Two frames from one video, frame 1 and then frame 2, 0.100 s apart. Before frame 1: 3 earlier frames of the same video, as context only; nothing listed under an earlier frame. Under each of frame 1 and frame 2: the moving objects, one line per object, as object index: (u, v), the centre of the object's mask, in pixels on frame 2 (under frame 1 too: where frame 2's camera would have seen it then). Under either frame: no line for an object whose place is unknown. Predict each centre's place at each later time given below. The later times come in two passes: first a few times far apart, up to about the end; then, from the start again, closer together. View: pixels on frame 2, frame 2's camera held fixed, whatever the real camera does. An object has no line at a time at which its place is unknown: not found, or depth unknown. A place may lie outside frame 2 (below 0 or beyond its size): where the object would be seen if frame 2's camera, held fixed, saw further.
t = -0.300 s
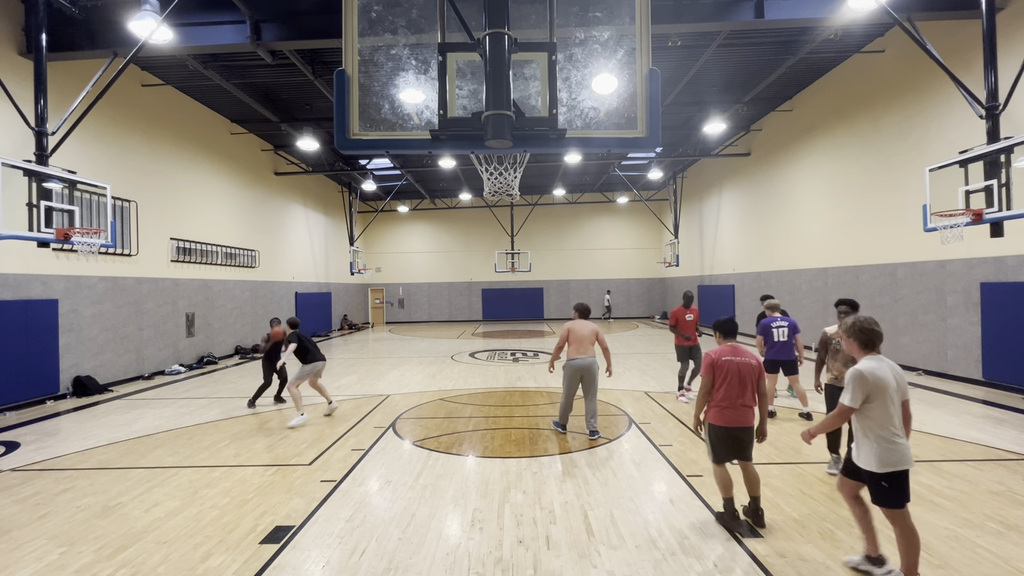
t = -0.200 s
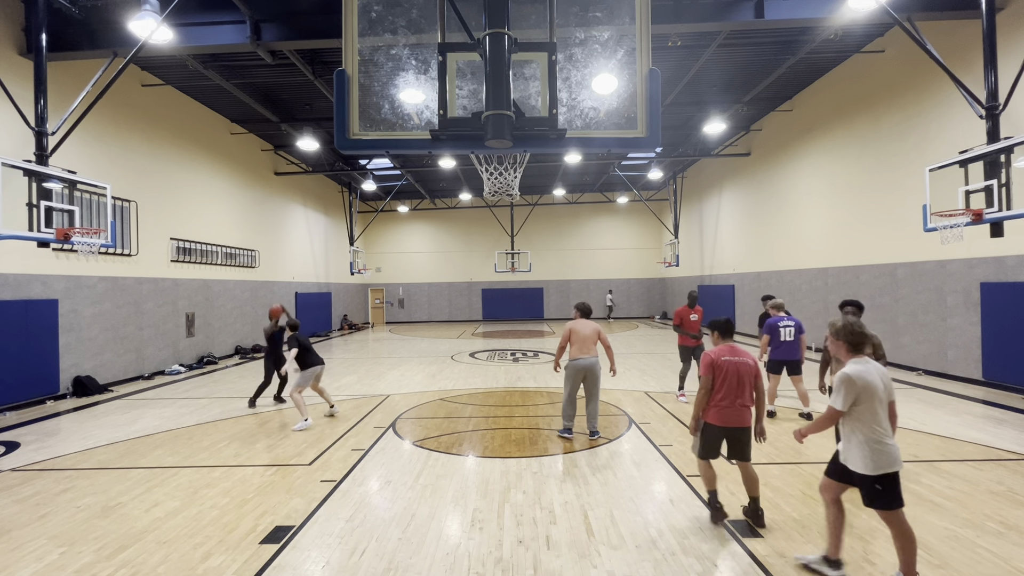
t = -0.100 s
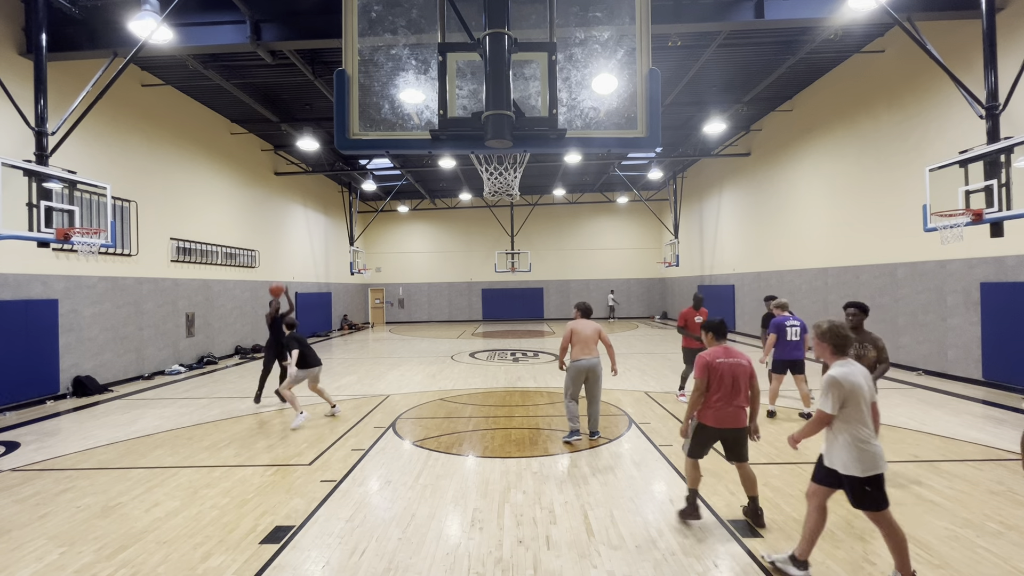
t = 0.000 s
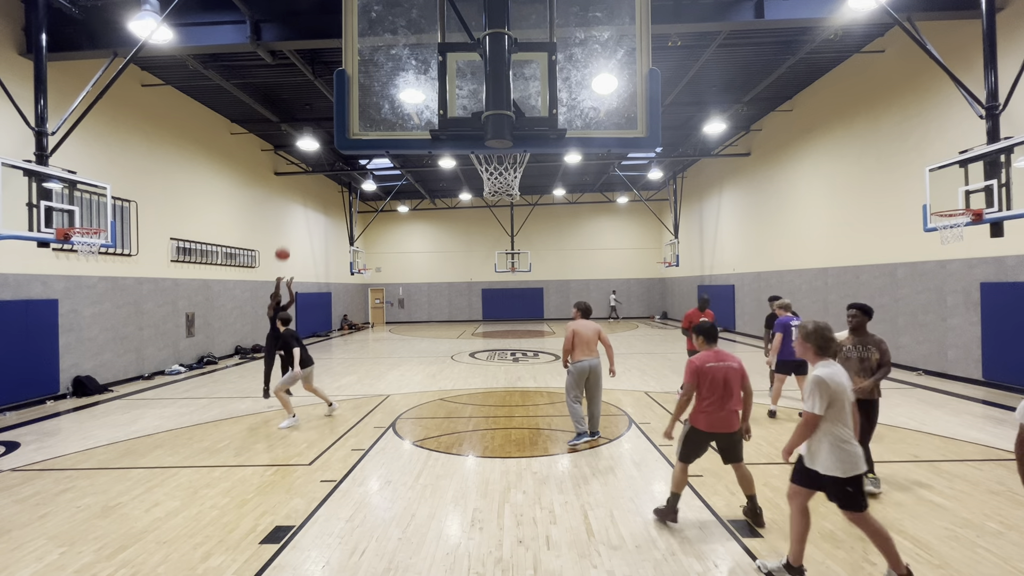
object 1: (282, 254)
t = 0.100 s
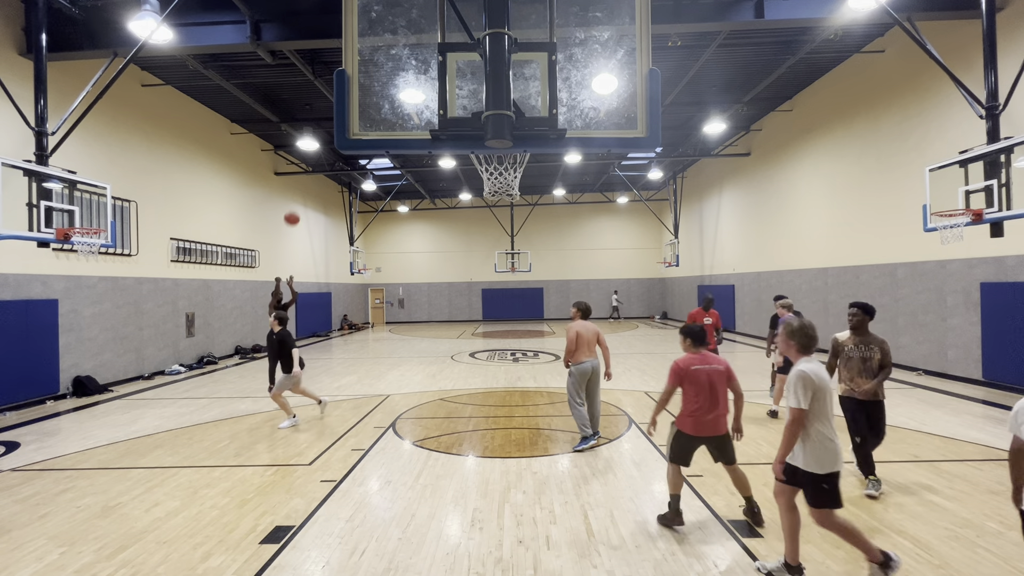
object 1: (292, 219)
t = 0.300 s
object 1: (315, 155)
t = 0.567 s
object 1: (363, 88)
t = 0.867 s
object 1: (428, 60)
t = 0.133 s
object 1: (295, 207)
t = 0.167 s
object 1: (299, 196)
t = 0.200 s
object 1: (302, 185)
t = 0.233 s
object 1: (307, 173)
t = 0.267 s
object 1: (311, 163)
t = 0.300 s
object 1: (315, 155)
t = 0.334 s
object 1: (321, 143)
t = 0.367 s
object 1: (325, 134)
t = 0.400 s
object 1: (327, 125)
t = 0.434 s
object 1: (330, 117)
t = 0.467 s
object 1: (332, 108)
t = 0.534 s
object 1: (361, 94)
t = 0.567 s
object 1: (363, 88)
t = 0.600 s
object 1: (366, 82)
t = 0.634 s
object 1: (372, 77)
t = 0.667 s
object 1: (380, 72)
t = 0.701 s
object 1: (389, 68)
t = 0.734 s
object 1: (396, 64)
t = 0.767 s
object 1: (405, 61)
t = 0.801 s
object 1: (418, 61)
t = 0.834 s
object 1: (425, 60)
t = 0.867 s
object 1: (428, 60)
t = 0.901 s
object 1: (461, 72)
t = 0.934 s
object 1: (469, 75)
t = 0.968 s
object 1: (475, 80)
